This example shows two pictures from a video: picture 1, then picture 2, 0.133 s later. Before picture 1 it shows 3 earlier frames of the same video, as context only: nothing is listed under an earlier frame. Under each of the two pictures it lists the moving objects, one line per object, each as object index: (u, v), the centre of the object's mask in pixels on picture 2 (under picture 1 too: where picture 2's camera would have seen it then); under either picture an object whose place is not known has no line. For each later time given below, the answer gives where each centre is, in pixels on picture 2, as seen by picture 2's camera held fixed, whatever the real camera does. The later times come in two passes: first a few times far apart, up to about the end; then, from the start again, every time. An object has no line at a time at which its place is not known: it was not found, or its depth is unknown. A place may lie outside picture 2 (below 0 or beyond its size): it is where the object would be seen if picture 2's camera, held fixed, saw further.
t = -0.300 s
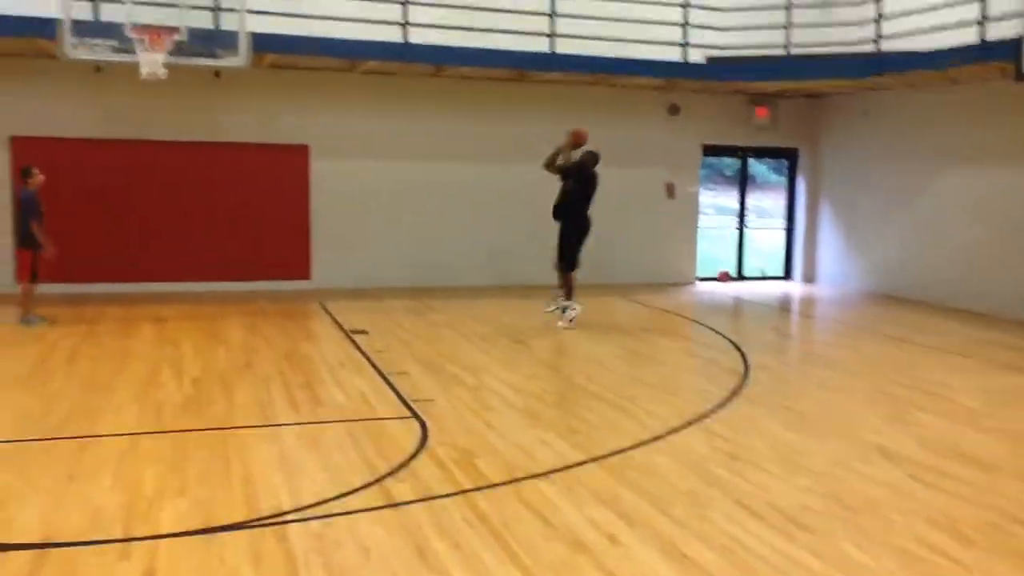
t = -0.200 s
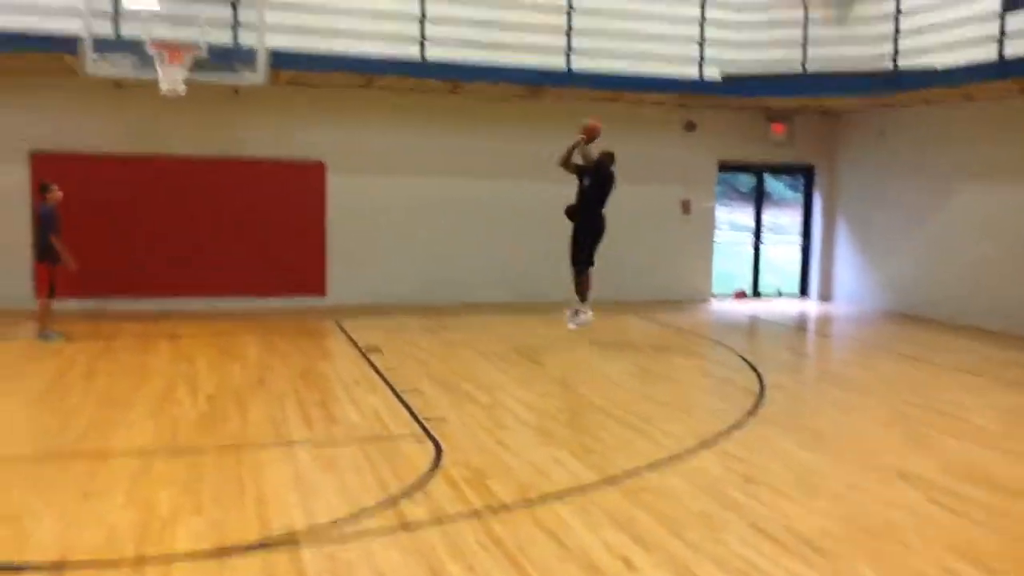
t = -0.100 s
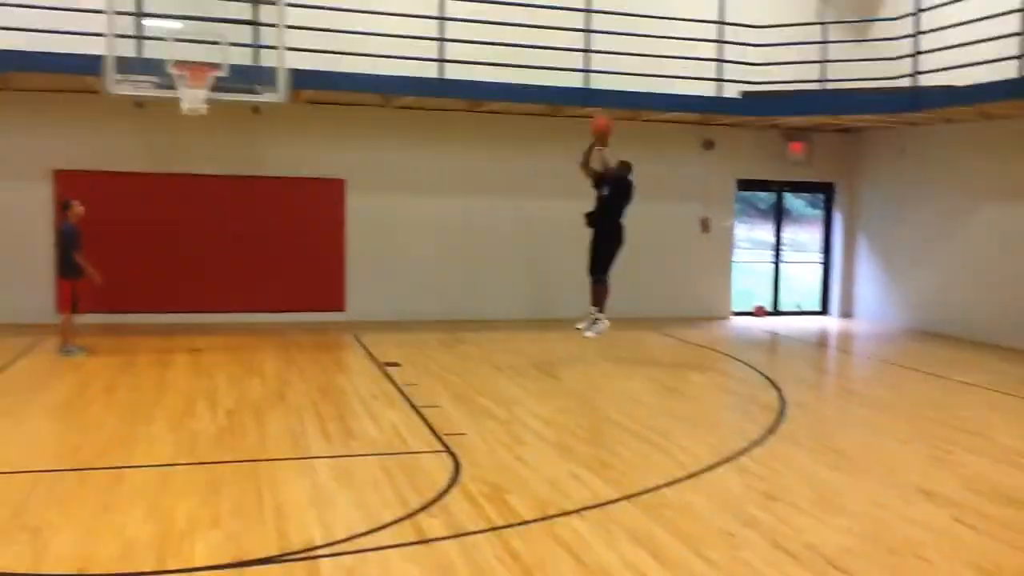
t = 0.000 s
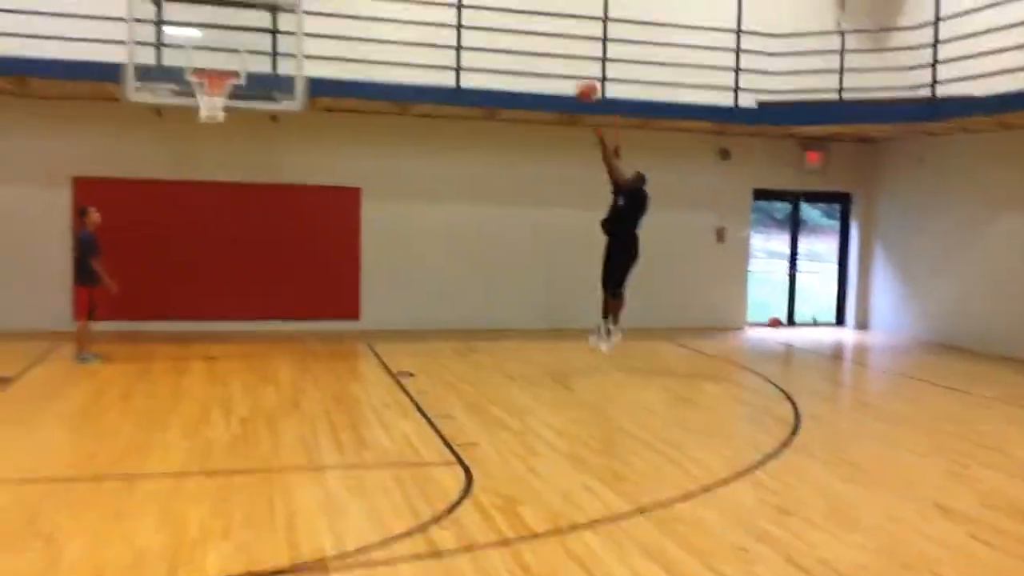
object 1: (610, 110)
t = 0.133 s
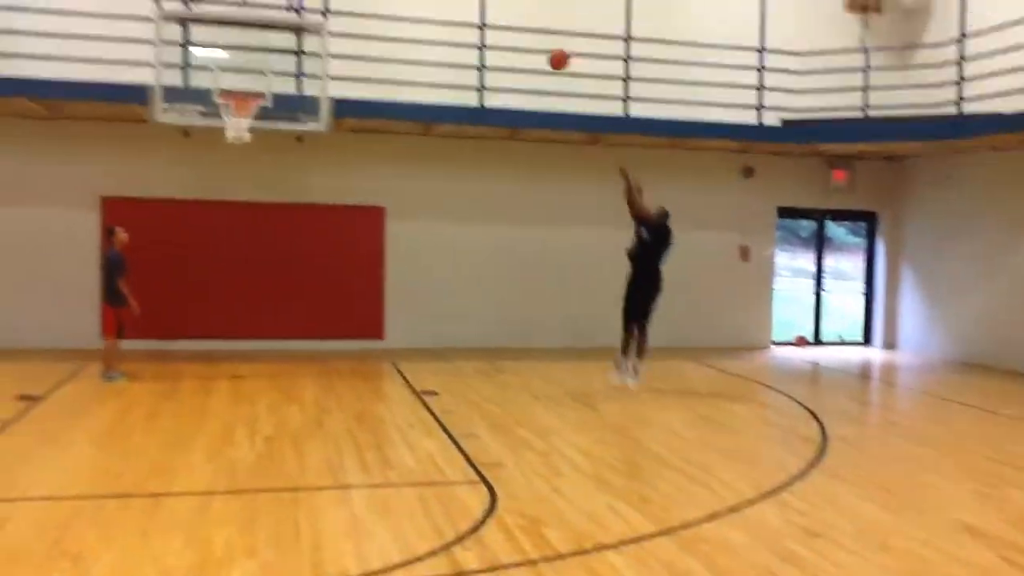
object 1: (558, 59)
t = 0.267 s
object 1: (506, 23)
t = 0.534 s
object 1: (400, 2)
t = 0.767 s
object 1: (308, 33)
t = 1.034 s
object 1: (245, 117)
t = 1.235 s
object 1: (267, 119)
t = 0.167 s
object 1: (546, 49)
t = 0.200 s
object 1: (533, 40)
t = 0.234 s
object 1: (519, 31)
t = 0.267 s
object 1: (506, 23)
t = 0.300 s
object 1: (493, 18)
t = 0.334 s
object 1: (480, 12)
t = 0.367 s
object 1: (467, 7)
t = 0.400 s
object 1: (454, 5)
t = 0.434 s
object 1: (440, 3)
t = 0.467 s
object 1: (427, 1)
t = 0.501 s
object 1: (414, 1)
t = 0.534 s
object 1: (400, 2)
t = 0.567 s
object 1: (387, 3)
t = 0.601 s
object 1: (374, 5)
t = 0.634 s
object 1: (360, 8)
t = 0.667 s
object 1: (347, 14)
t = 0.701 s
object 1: (333, 19)
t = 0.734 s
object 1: (321, 26)
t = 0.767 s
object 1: (308, 33)
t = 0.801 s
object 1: (293, 44)
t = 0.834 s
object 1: (279, 53)
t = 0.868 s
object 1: (266, 63)
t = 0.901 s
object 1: (255, 75)
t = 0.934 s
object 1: (241, 86)
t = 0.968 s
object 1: (235, 101)
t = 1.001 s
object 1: (236, 105)
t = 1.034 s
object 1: (245, 117)
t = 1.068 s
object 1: (250, 115)
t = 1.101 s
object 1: (252, 114)
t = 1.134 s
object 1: (260, 123)
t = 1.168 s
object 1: (263, 120)
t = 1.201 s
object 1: (265, 118)
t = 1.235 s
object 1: (267, 119)
